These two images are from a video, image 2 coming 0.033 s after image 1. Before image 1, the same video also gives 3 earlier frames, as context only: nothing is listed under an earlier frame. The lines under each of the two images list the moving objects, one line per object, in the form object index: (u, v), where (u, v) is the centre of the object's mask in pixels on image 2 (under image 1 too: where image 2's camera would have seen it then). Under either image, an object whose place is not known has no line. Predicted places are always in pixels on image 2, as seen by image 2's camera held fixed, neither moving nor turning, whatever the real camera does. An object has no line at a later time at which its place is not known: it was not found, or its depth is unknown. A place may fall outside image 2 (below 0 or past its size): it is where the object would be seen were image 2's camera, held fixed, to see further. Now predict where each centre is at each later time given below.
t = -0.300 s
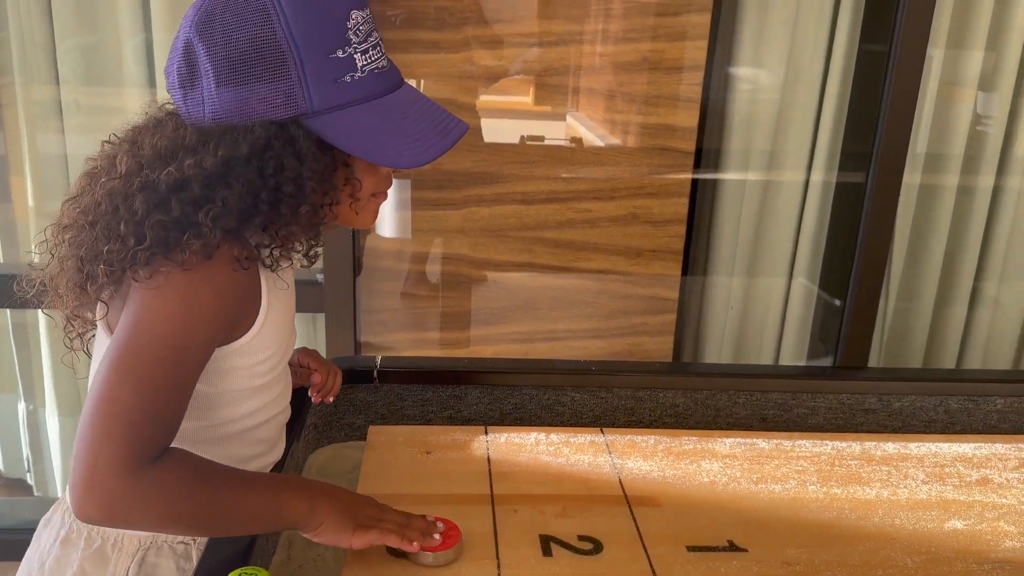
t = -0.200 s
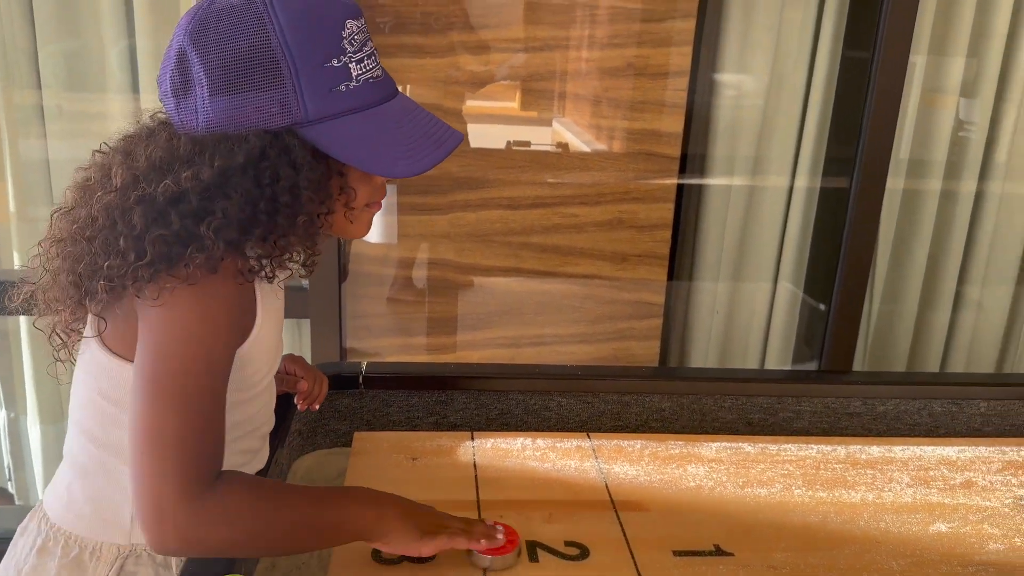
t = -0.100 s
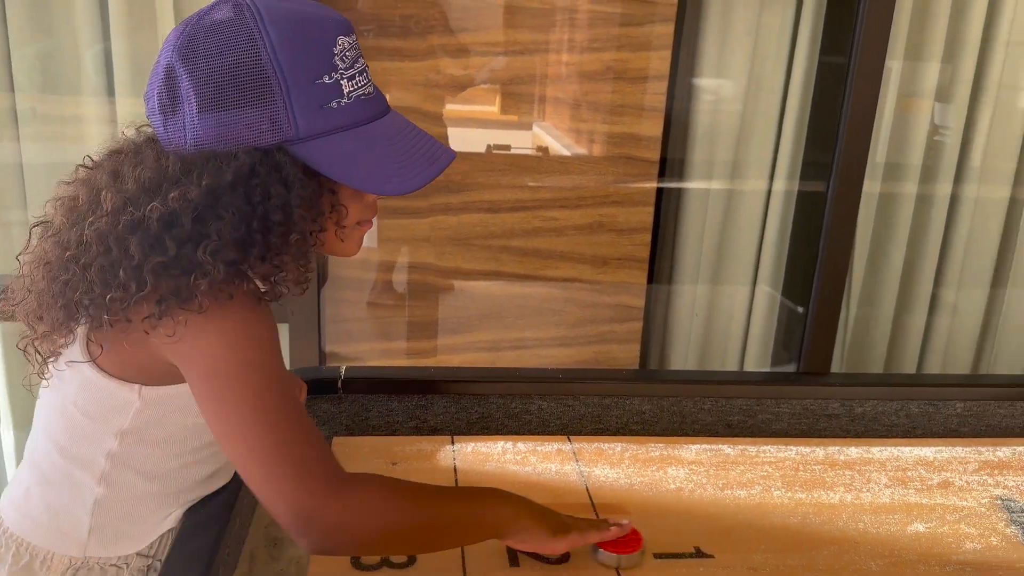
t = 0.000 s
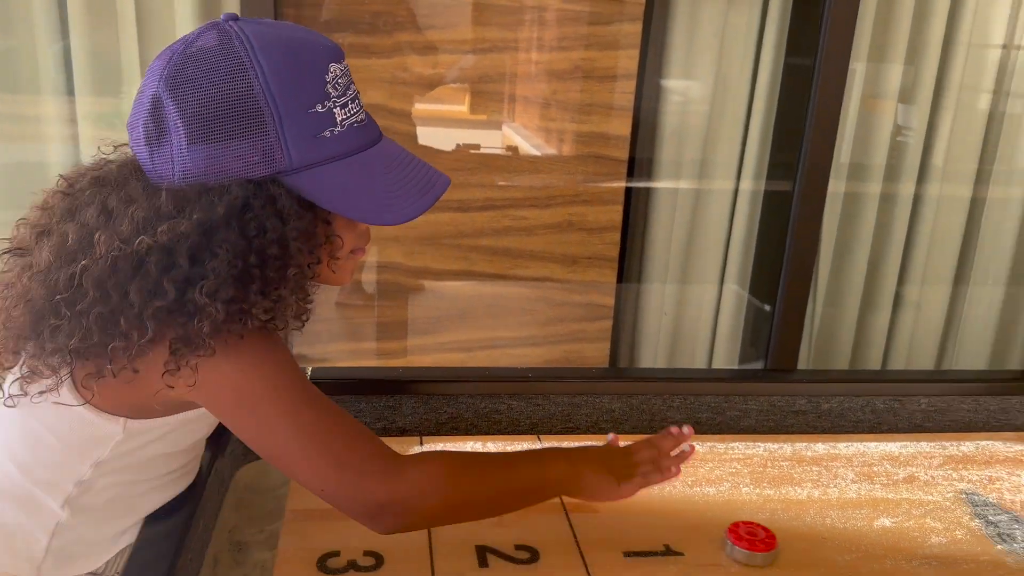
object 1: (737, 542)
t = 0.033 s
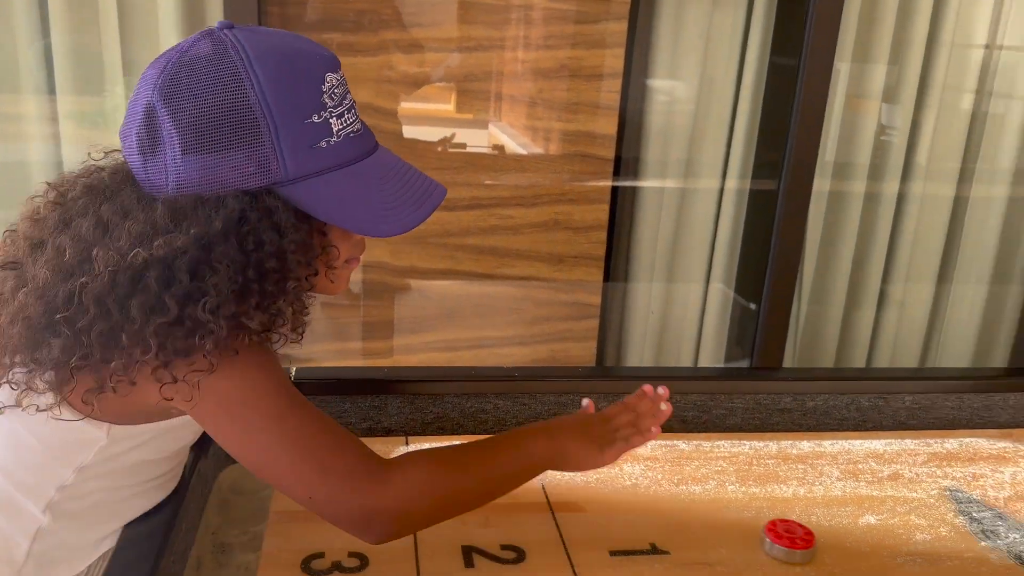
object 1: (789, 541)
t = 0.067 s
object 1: (840, 541)
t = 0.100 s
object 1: (889, 540)
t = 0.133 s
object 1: (938, 540)
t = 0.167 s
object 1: (985, 539)
